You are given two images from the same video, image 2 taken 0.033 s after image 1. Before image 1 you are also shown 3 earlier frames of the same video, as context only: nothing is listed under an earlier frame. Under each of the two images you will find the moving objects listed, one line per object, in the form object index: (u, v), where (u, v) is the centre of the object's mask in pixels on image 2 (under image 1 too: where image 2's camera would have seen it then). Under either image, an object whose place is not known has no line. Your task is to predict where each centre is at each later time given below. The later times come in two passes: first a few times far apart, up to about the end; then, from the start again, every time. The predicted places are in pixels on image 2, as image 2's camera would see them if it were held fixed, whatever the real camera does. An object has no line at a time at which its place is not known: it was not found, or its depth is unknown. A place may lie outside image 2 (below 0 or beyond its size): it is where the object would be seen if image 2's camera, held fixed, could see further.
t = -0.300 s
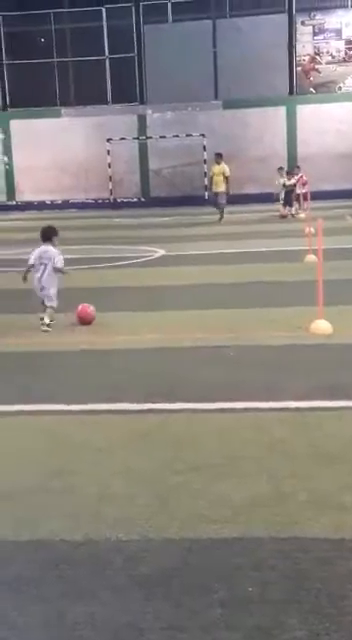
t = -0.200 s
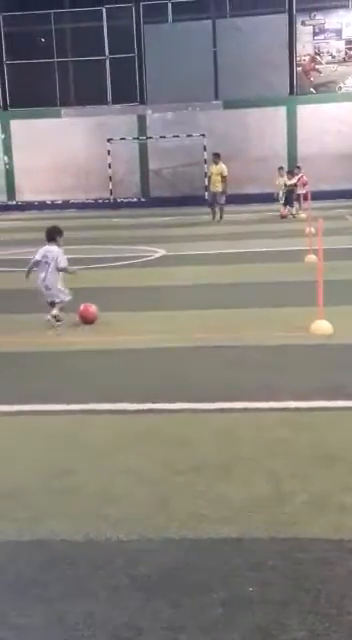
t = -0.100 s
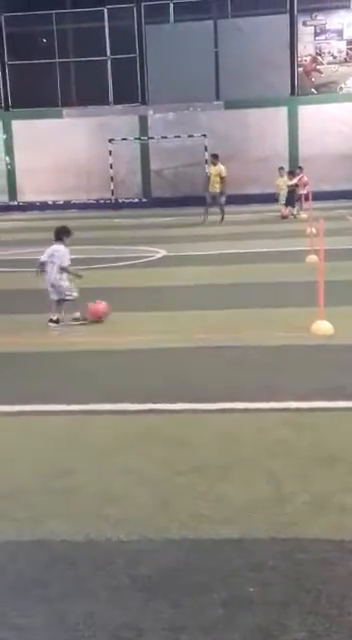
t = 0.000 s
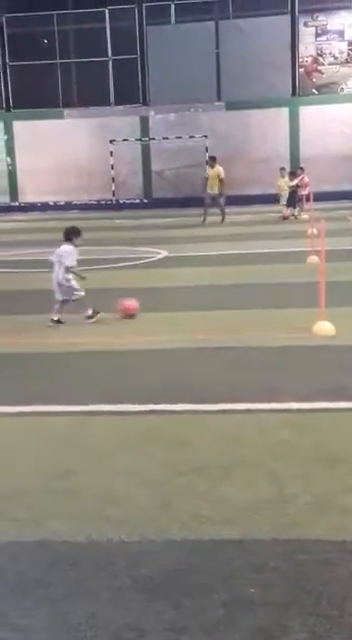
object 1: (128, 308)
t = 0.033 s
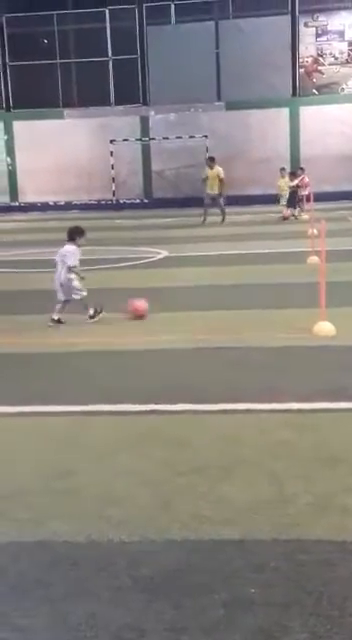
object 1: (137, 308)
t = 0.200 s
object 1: (172, 306)
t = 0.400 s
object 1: (194, 302)
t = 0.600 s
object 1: (218, 300)
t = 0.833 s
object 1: (243, 298)
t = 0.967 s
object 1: (256, 297)
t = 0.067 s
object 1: (146, 308)
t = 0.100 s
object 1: (153, 305)
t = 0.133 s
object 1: (159, 305)
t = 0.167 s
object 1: (165, 305)
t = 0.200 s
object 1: (172, 306)
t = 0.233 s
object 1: (176, 305)
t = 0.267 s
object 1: (181, 304)
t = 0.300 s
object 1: (185, 303)
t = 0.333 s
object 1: (189, 304)
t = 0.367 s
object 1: (192, 303)
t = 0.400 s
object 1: (194, 302)
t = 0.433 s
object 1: (200, 302)
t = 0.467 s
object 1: (204, 302)
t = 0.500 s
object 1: (207, 302)
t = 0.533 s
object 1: (210, 301)
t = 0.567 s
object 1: (214, 301)
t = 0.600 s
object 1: (218, 300)
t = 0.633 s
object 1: (222, 300)
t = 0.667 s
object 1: (225, 300)
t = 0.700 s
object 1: (229, 299)
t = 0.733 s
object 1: (233, 299)
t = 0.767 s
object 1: (236, 298)
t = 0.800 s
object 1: (239, 298)
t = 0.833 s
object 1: (243, 298)
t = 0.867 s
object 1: (246, 297)
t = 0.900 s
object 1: (249, 297)
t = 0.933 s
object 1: (253, 297)
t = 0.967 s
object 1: (256, 297)
